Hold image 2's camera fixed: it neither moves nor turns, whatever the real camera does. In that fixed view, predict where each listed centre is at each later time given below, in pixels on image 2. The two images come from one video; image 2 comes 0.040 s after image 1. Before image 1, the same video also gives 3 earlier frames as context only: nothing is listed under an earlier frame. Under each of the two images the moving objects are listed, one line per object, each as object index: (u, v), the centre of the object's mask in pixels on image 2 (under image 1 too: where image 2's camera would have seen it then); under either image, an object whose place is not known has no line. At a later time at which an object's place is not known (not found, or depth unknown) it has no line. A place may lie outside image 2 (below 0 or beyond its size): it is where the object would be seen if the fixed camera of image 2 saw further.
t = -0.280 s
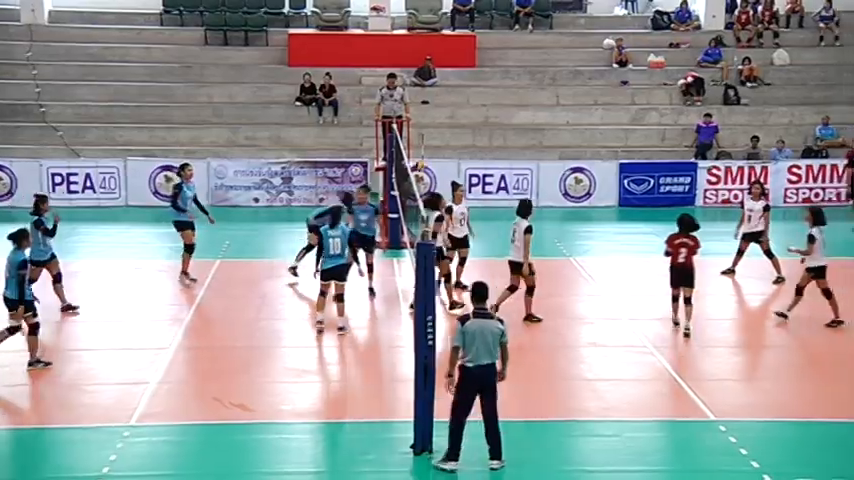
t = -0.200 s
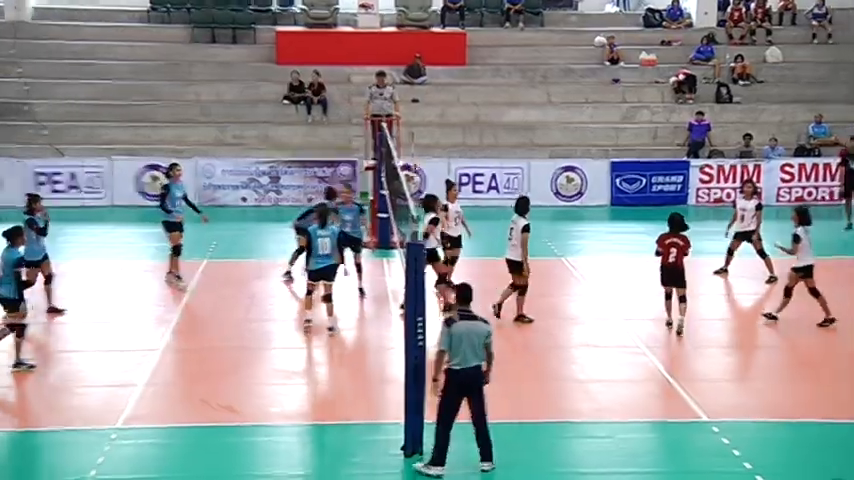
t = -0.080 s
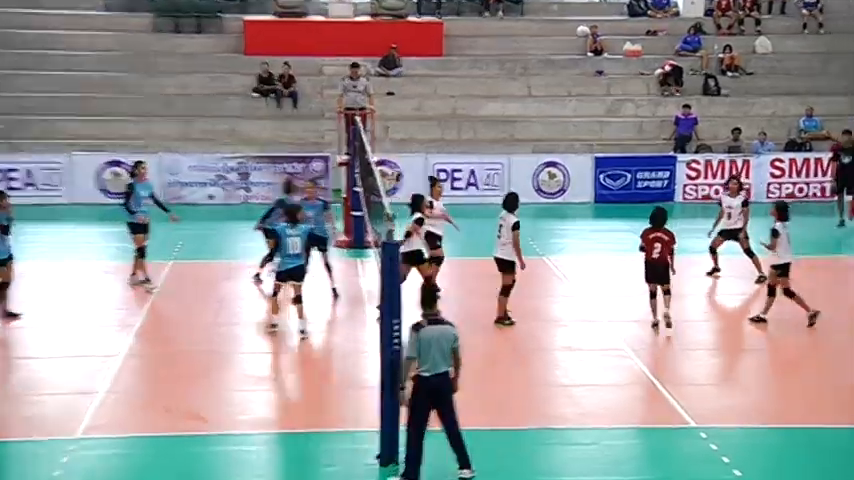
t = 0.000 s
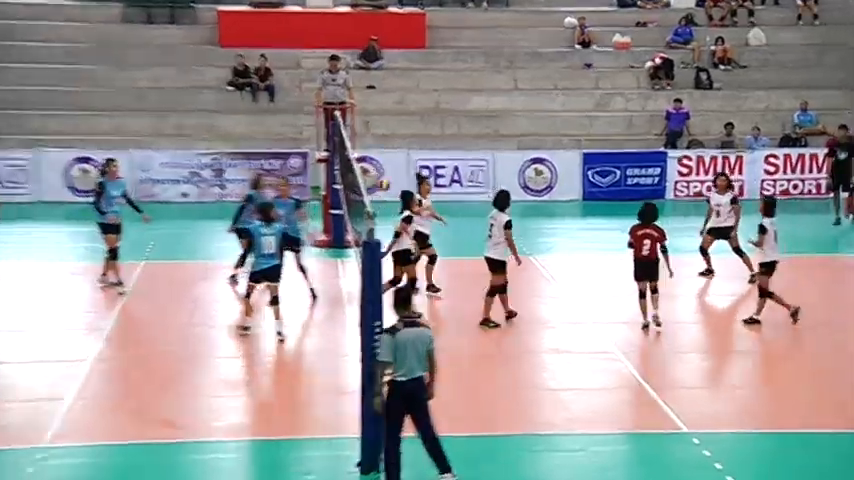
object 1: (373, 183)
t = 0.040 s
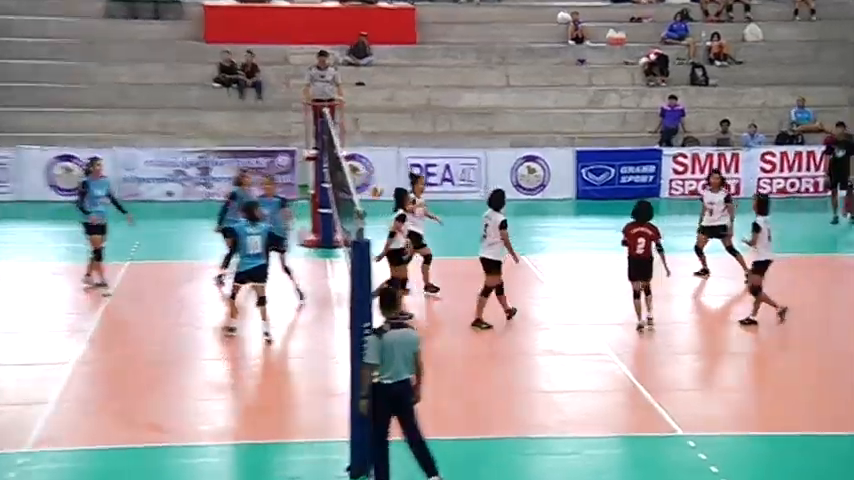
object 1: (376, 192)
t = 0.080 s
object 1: (379, 201)
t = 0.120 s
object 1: (382, 210)
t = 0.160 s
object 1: (385, 221)
